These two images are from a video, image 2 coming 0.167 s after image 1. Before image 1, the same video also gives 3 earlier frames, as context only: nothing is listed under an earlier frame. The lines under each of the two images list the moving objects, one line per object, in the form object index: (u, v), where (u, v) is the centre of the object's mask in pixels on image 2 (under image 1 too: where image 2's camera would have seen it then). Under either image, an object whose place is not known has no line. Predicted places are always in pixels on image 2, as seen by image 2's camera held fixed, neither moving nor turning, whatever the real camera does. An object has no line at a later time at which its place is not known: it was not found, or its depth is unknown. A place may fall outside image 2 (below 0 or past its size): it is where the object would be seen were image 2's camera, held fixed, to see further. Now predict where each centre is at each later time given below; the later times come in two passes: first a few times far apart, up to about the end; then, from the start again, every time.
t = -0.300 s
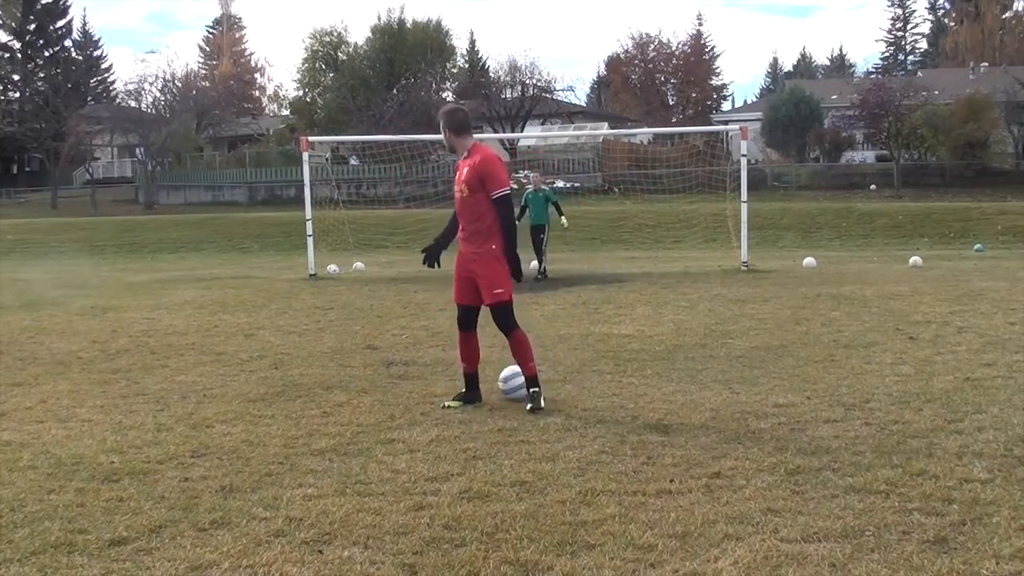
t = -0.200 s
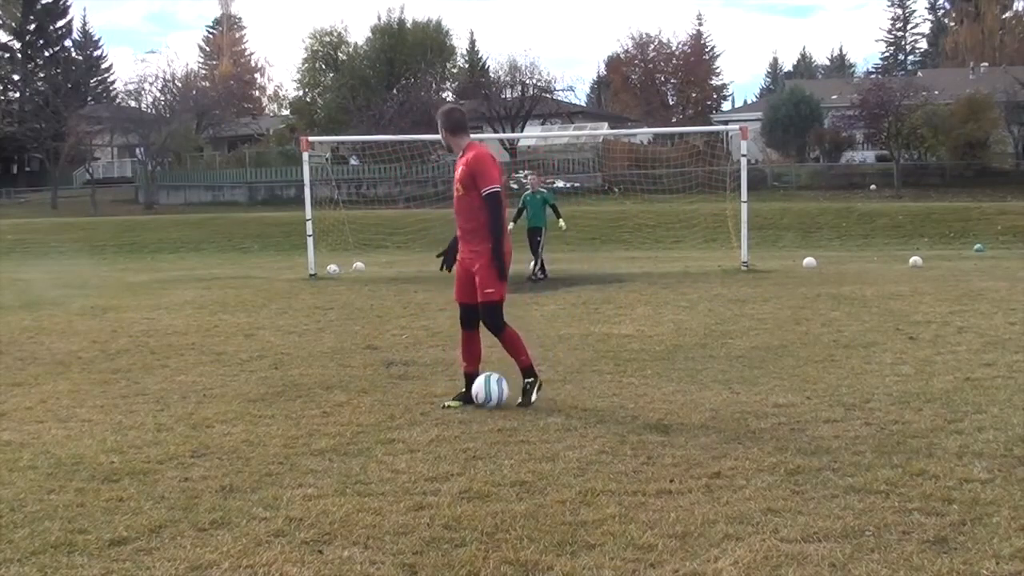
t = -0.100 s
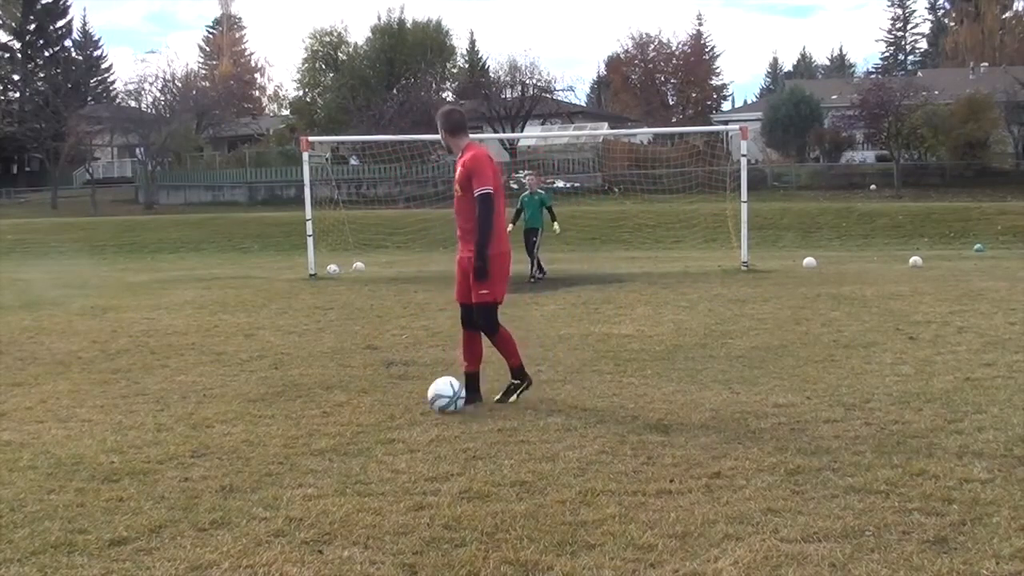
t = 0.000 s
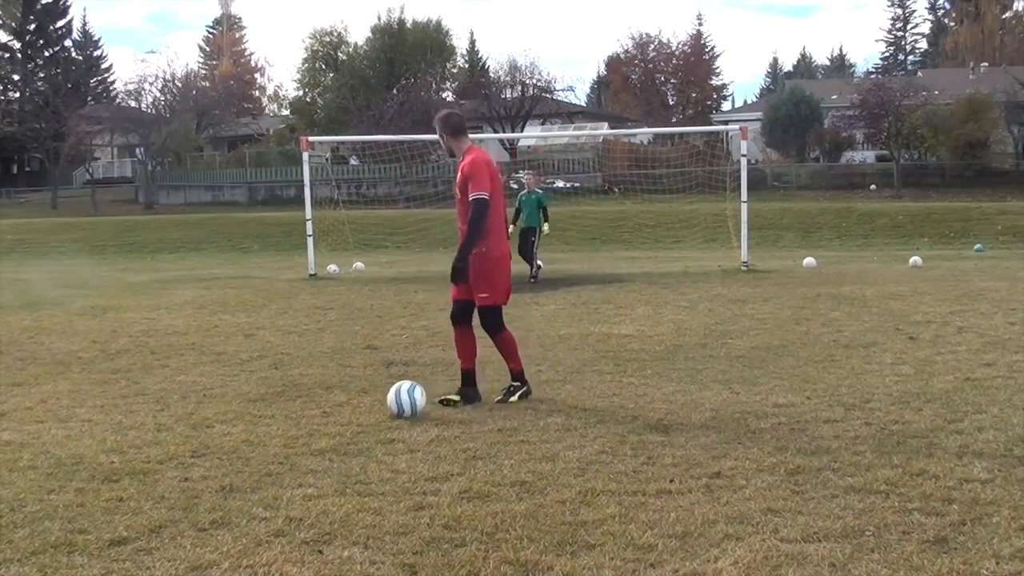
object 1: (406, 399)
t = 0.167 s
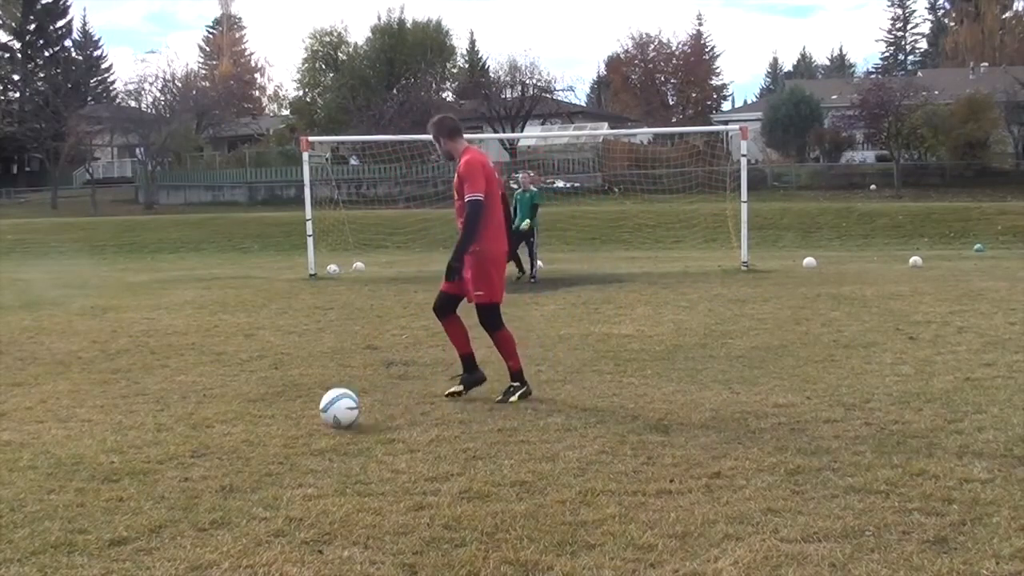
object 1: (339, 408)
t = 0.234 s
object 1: (313, 413)
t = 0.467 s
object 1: (218, 423)
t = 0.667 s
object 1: (136, 435)
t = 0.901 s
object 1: (39, 446)
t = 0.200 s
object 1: (326, 412)
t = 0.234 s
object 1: (313, 413)
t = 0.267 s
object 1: (300, 414)
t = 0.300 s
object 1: (286, 415)
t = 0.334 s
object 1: (272, 416)
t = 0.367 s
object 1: (259, 418)
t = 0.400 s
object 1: (245, 420)
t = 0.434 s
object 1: (232, 421)
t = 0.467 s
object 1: (218, 423)
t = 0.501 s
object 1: (205, 426)
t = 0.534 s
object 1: (191, 427)
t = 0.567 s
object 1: (177, 428)
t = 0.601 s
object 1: (164, 431)
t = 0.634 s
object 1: (150, 434)
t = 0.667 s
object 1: (136, 435)
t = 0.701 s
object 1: (122, 437)
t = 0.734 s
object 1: (109, 439)
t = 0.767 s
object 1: (95, 441)
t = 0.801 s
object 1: (81, 443)
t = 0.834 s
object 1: (67, 446)
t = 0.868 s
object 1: (53, 446)
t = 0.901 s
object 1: (39, 446)
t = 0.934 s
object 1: (25, 448)
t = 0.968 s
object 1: (17, 451)
